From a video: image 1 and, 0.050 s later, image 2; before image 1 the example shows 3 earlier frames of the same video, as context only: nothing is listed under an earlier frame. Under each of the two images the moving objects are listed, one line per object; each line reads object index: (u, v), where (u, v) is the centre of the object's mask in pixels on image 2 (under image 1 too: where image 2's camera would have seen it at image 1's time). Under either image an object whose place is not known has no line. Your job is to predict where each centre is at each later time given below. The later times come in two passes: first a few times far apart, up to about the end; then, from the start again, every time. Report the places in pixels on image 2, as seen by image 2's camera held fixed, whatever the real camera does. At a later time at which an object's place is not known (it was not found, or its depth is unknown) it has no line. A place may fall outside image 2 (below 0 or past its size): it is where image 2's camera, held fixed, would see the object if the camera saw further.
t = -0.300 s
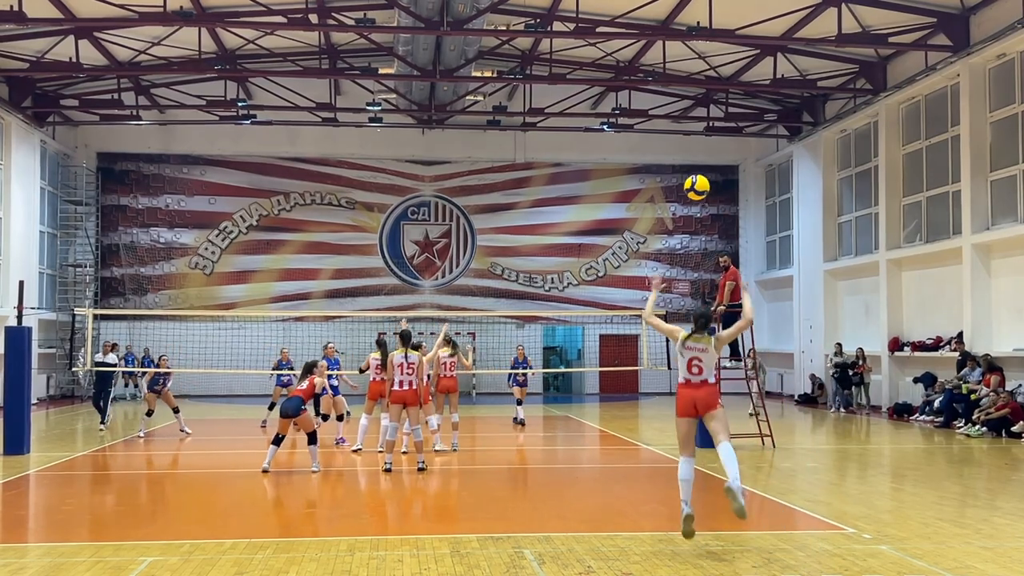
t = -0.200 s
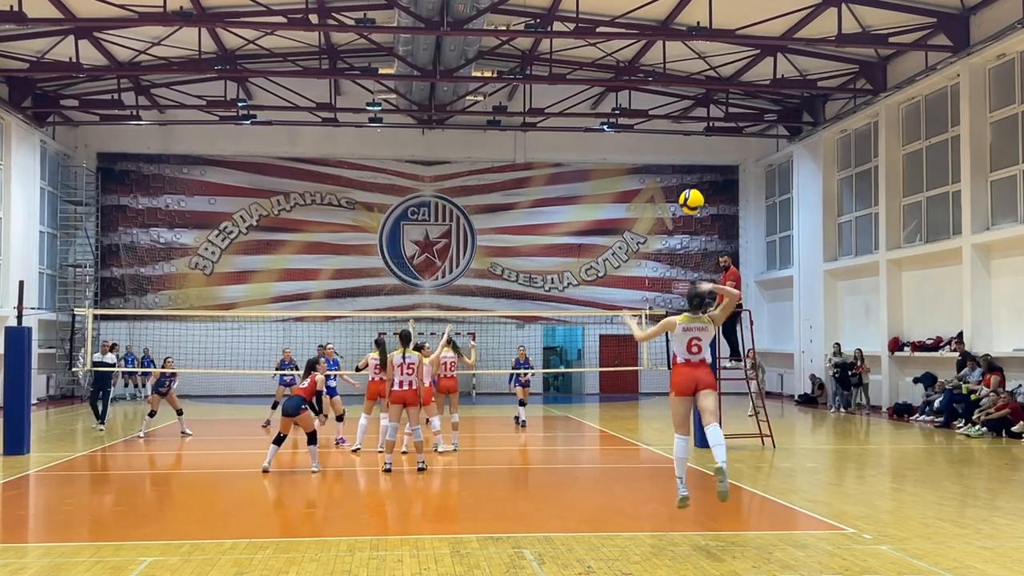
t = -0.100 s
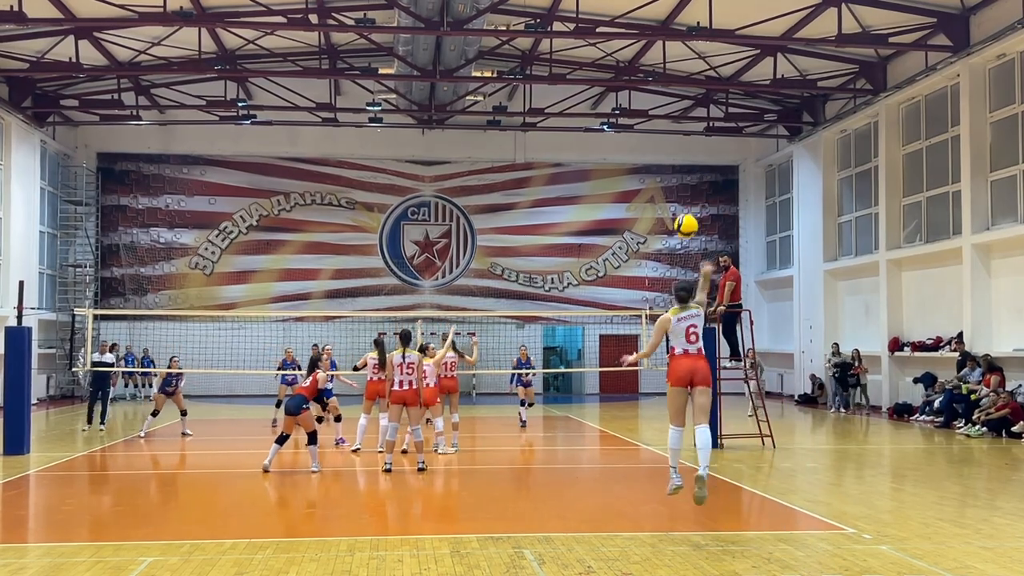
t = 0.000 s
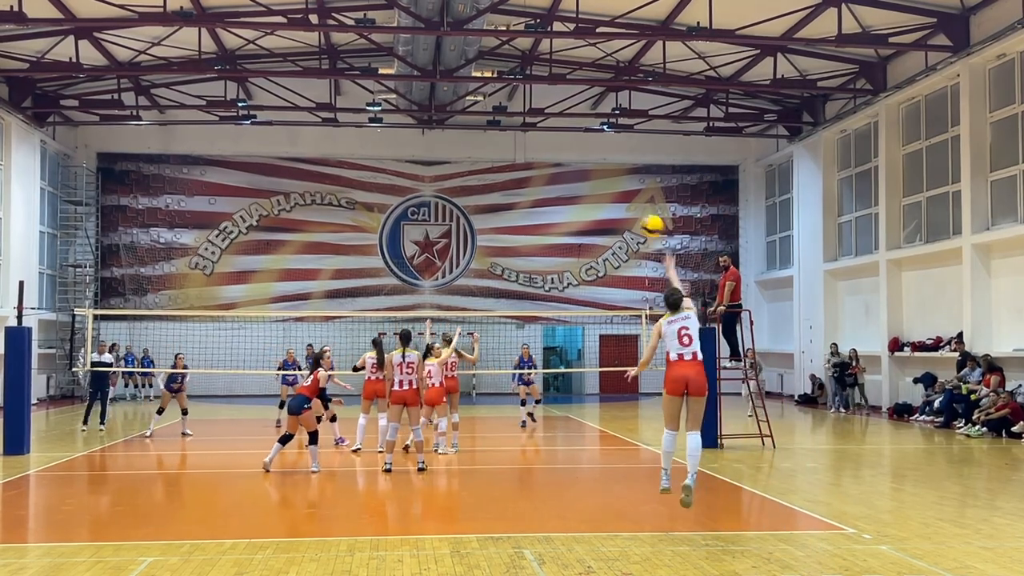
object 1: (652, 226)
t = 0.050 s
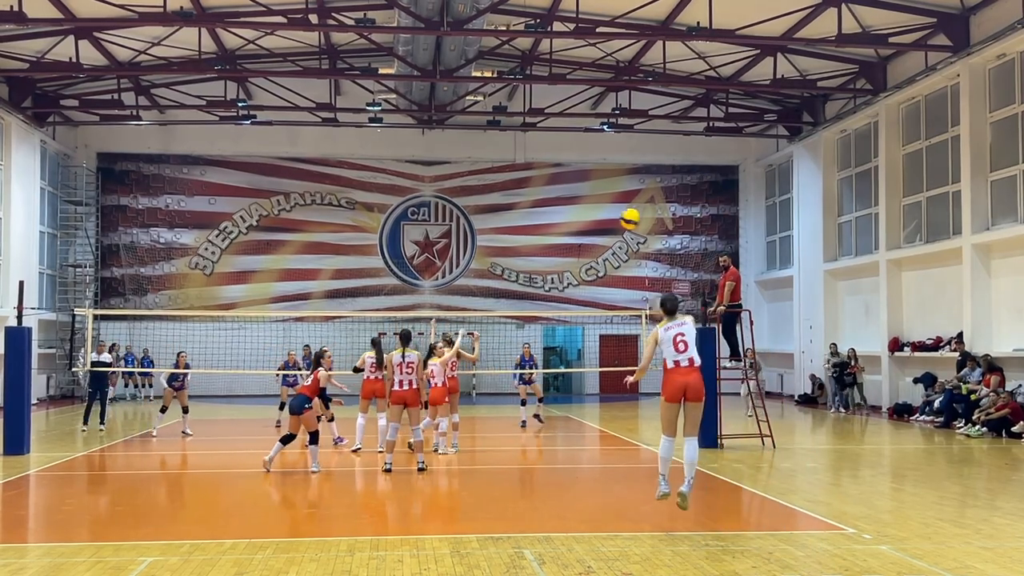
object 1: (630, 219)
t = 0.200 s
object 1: (576, 212)
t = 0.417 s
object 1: (527, 227)
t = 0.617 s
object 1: (498, 264)
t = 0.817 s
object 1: (478, 309)
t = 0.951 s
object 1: (467, 345)
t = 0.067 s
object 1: (623, 217)
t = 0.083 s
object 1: (616, 215)
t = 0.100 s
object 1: (611, 214)
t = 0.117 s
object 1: (604, 214)
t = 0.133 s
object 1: (598, 213)
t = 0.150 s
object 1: (592, 212)
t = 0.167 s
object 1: (586, 212)
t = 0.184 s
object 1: (581, 212)
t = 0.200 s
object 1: (576, 212)
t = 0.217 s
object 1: (571, 212)
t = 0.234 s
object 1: (567, 212)
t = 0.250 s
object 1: (562, 212)
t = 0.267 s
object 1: (558, 213)
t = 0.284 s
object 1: (554, 214)
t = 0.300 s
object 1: (550, 215)
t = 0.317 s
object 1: (546, 216)
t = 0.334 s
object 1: (543, 217)
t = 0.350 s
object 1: (539, 219)
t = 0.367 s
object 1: (536, 221)
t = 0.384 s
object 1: (533, 223)
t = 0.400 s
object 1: (529, 225)
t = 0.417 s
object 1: (527, 227)
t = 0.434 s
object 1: (524, 228)
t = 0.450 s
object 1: (520, 231)
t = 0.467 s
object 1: (518, 234)
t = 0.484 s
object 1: (516, 236)
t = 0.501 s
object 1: (513, 240)
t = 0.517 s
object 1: (511, 243)
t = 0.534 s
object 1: (509, 246)
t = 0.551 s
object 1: (507, 250)
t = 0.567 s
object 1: (505, 253)
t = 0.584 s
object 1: (503, 256)
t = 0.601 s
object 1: (500, 260)
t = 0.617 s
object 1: (498, 264)
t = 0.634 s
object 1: (497, 268)
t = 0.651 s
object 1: (495, 271)
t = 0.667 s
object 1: (493, 275)
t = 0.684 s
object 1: (491, 278)
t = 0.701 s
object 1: (489, 283)
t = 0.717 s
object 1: (487, 288)
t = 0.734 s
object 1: (486, 292)
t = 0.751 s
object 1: (484, 296)
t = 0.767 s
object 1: (482, 300)
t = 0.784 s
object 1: (481, 303)
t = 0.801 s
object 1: (479, 307)
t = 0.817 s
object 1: (478, 309)
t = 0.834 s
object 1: (476, 318)
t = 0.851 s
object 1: (474, 321)
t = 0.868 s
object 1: (473, 325)
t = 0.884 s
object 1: (472, 329)
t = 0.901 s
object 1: (471, 333)
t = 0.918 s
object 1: (469, 337)
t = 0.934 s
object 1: (468, 341)
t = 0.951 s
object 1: (467, 345)
